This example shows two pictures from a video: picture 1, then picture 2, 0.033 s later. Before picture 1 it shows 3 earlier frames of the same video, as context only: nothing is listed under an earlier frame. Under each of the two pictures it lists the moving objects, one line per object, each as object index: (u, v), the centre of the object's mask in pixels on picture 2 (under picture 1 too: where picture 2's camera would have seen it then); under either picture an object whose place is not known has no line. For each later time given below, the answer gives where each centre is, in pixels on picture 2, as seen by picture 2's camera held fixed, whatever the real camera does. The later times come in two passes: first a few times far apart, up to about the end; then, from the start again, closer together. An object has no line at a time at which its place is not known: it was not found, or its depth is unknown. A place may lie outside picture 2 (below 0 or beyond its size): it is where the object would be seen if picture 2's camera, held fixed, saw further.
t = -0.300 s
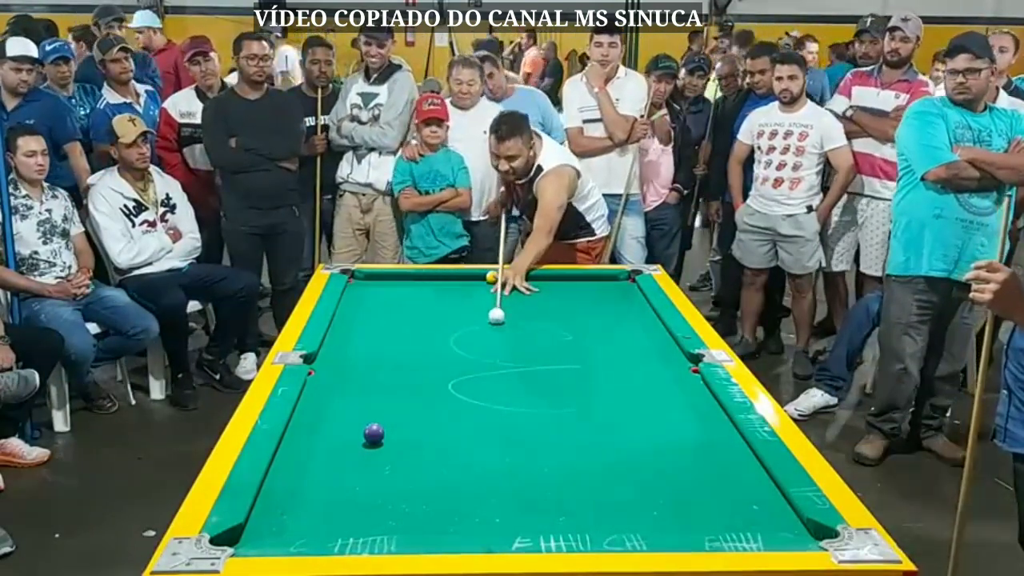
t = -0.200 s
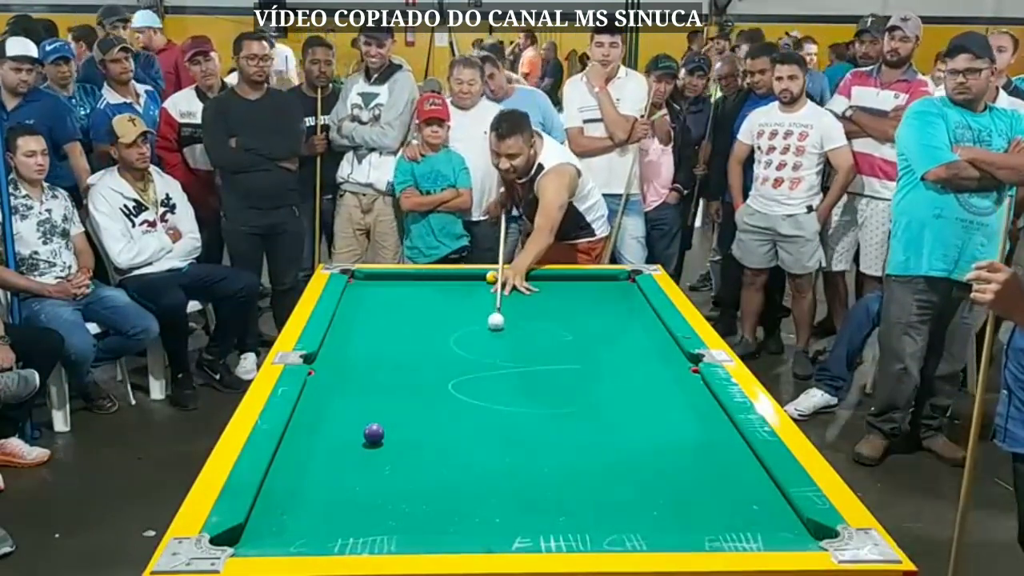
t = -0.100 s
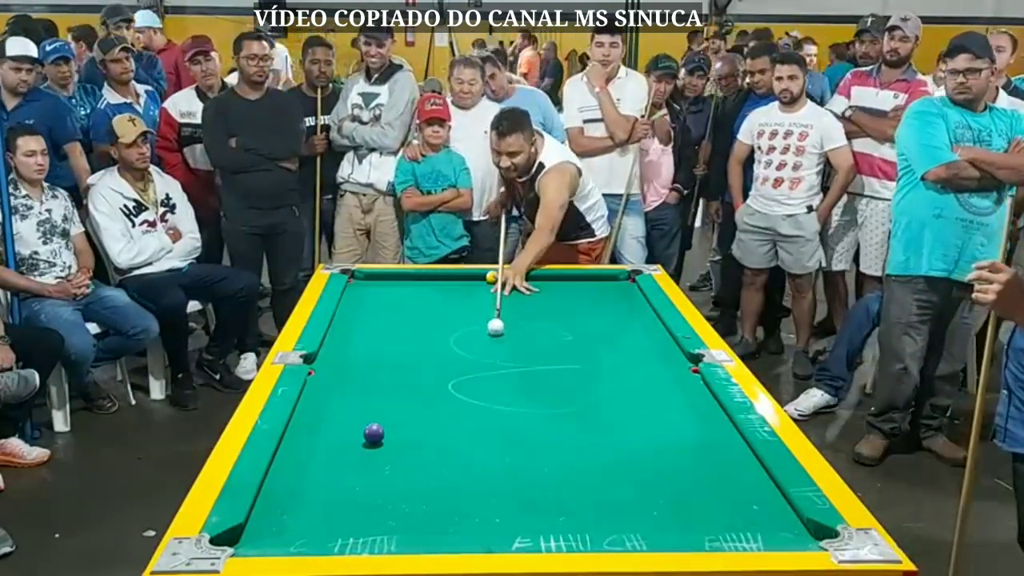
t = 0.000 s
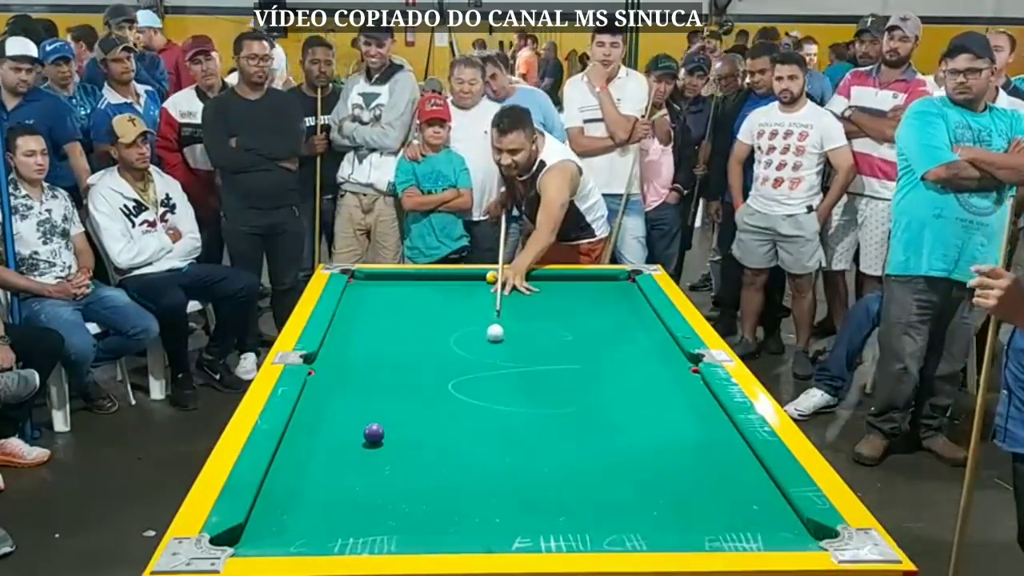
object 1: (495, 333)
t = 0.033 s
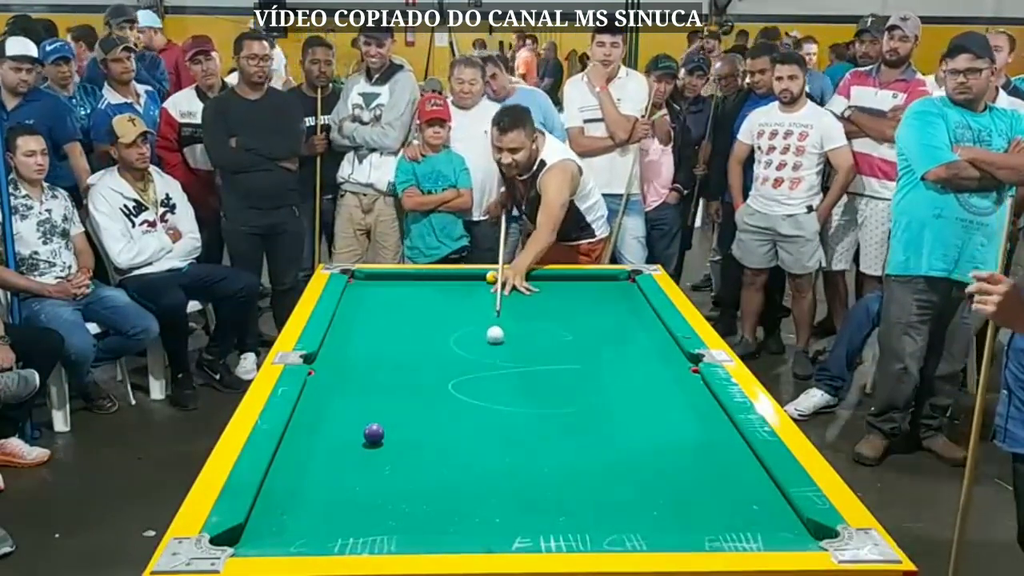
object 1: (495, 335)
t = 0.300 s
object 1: (493, 351)
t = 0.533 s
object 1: (493, 365)
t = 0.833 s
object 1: (490, 385)
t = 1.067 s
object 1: (489, 400)
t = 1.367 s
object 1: (487, 422)
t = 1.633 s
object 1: (485, 440)
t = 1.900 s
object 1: (484, 459)
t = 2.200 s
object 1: (482, 481)
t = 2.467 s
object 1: (480, 500)
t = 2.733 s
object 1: (479, 519)
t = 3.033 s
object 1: (478, 523)
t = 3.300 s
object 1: (477, 515)
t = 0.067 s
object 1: (494, 337)
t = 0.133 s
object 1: (494, 341)
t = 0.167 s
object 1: (494, 343)
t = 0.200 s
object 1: (494, 345)
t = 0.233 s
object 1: (494, 347)
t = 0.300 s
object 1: (493, 351)
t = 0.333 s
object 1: (493, 353)
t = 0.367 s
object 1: (493, 355)
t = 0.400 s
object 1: (493, 357)
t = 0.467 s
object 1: (493, 361)
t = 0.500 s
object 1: (493, 363)
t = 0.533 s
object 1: (493, 365)
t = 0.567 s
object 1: (493, 367)
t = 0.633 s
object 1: (492, 372)
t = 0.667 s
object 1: (492, 374)
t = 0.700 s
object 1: (492, 376)
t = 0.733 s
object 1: (491, 378)
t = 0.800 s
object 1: (491, 382)
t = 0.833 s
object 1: (490, 385)
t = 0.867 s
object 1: (491, 386)
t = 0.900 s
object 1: (490, 389)
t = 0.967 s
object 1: (490, 394)
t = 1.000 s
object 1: (489, 396)
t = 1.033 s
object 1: (489, 398)
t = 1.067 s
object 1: (489, 400)
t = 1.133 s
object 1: (488, 405)
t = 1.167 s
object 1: (488, 407)
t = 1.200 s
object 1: (488, 410)
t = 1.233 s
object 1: (488, 412)
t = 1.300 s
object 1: (487, 417)
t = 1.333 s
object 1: (487, 419)
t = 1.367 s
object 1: (487, 422)
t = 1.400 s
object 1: (486, 424)
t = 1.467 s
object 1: (486, 429)
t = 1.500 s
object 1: (486, 431)
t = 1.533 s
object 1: (486, 433)
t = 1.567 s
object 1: (485, 436)
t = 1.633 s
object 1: (485, 440)
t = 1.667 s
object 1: (485, 443)
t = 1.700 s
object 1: (485, 445)
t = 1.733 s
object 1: (485, 448)
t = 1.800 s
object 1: (484, 452)
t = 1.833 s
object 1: (484, 455)
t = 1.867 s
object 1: (484, 457)
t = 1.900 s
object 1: (484, 459)
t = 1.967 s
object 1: (483, 464)
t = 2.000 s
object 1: (483, 466)
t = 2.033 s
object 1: (483, 469)
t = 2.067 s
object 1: (483, 471)
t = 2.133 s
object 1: (482, 476)
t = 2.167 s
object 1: (482, 479)
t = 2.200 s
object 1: (482, 481)
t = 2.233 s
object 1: (481, 483)
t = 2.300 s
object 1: (481, 488)
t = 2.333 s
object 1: (481, 491)
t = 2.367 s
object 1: (481, 493)
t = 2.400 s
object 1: (480, 495)
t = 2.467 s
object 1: (480, 500)
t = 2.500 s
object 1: (480, 503)
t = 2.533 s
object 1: (480, 505)
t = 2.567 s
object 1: (480, 508)
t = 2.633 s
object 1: (479, 512)
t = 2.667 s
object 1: (479, 515)
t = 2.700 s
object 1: (479, 516)
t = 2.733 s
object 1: (479, 519)
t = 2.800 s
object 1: (472, 521)
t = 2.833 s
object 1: (482, 523)
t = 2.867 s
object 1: (478, 524)
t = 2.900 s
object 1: (478, 526)
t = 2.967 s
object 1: (478, 525)
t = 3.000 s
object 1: (478, 523)
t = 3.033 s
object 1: (478, 523)
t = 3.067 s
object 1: (478, 522)
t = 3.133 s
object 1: (477, 521)
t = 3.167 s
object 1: (477, 520)
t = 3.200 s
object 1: (477, 519)
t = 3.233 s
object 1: (477, 518)
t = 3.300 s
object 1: (477, 515)
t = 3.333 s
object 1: (477, 513)
